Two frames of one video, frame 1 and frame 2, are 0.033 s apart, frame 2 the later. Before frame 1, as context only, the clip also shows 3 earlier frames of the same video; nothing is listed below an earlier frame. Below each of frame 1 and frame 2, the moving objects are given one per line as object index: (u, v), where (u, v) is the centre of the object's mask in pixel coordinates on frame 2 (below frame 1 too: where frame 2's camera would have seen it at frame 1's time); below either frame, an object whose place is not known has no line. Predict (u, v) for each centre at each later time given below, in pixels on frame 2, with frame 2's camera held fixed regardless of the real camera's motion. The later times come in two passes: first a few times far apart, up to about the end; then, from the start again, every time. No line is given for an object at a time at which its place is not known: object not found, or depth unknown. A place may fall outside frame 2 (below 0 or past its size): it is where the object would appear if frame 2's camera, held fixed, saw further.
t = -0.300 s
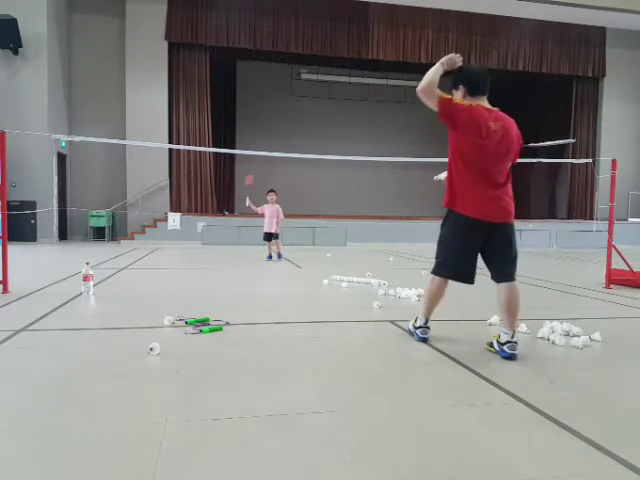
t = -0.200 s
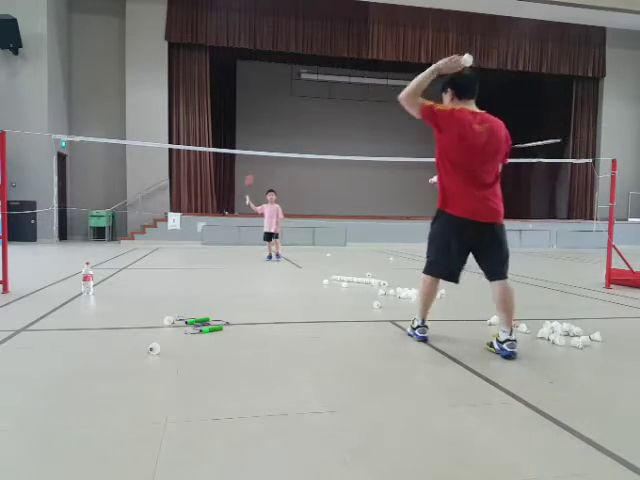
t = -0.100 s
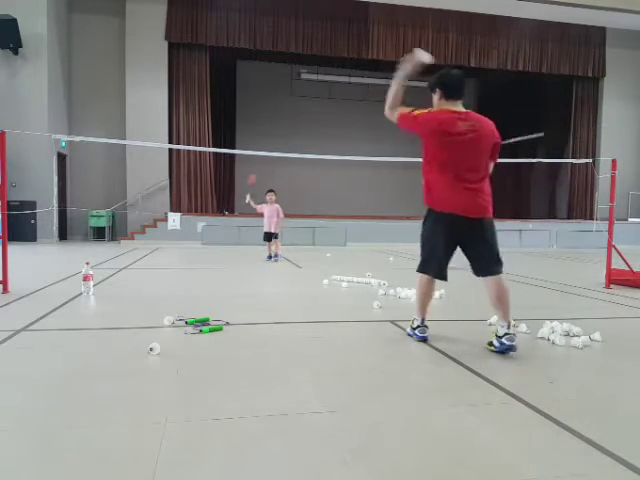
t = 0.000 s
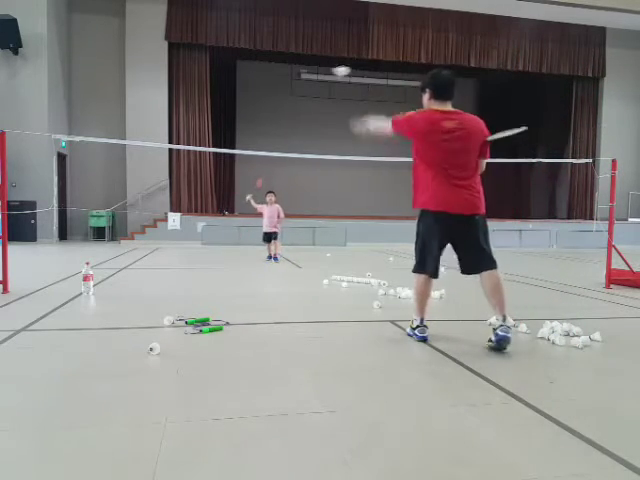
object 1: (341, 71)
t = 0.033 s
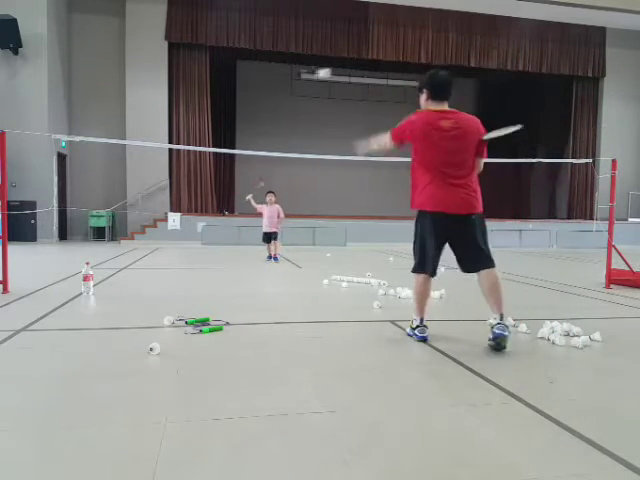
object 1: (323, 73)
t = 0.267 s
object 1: (256, 118)
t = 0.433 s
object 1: (234, 155)
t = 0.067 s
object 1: (306, 77)
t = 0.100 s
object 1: (295, 84)
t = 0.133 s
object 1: (285, 91)
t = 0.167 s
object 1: (277, 98)
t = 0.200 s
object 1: (269, 105)
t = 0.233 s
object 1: (261, 111)
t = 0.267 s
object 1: (256, 118)
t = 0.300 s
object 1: (250, 125)
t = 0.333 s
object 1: (245, 132)
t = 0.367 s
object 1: (241, 139)
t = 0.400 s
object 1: (238, 146)
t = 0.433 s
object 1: (234, 155)
